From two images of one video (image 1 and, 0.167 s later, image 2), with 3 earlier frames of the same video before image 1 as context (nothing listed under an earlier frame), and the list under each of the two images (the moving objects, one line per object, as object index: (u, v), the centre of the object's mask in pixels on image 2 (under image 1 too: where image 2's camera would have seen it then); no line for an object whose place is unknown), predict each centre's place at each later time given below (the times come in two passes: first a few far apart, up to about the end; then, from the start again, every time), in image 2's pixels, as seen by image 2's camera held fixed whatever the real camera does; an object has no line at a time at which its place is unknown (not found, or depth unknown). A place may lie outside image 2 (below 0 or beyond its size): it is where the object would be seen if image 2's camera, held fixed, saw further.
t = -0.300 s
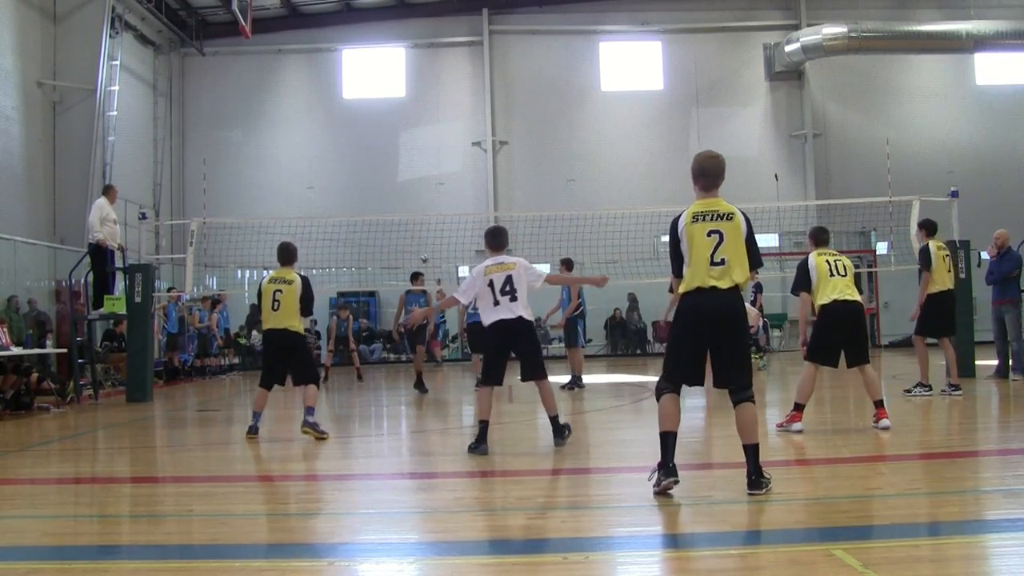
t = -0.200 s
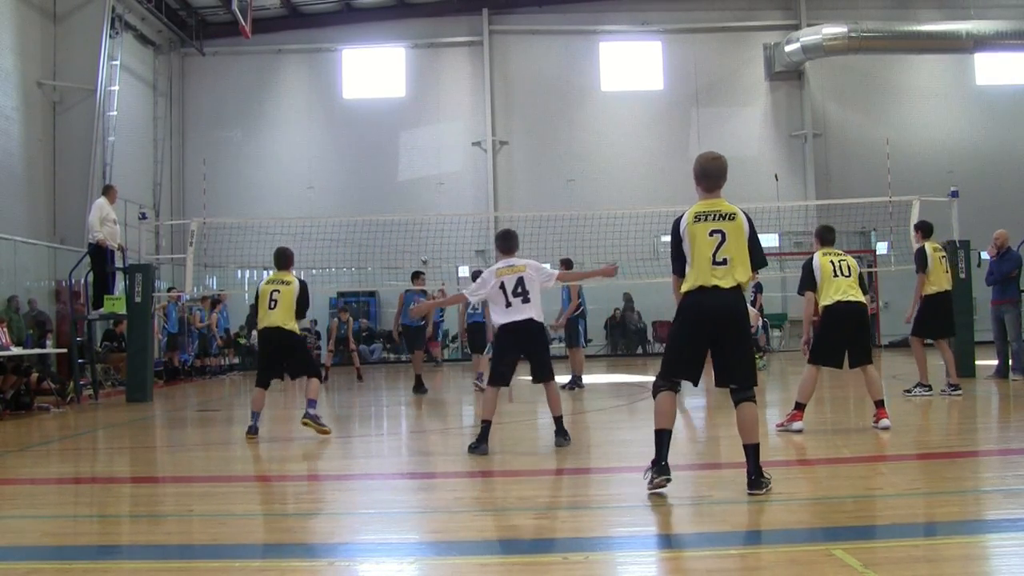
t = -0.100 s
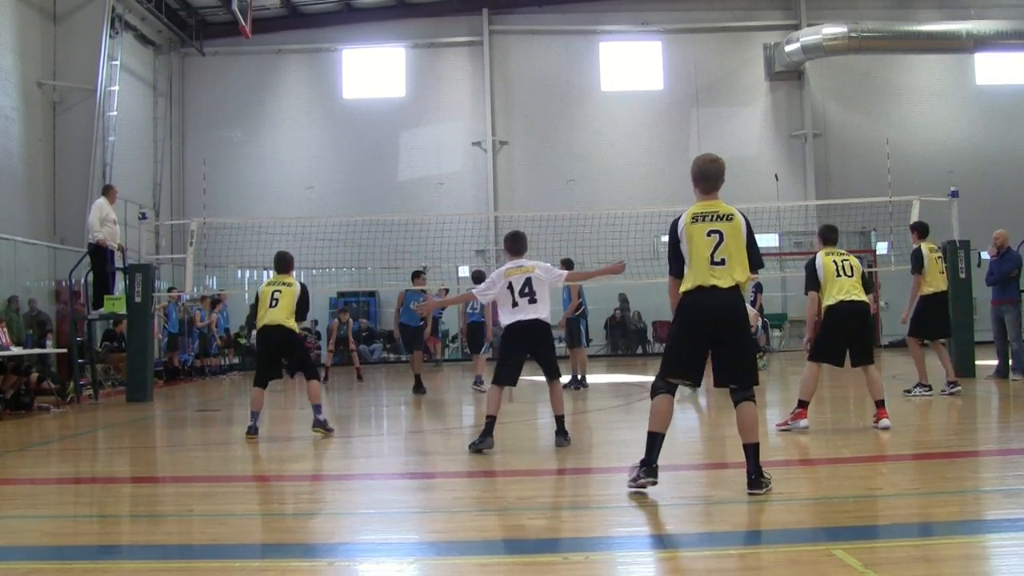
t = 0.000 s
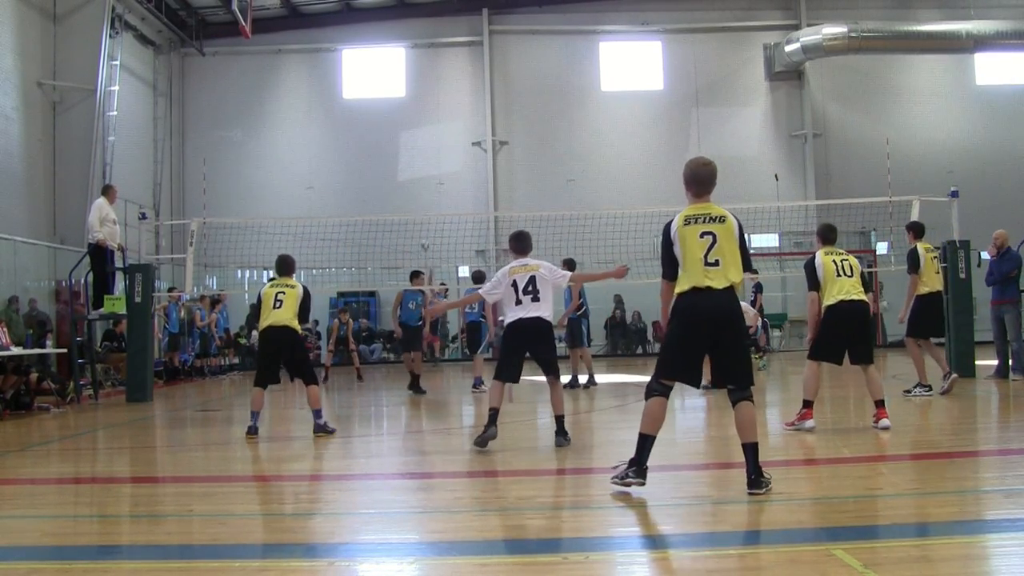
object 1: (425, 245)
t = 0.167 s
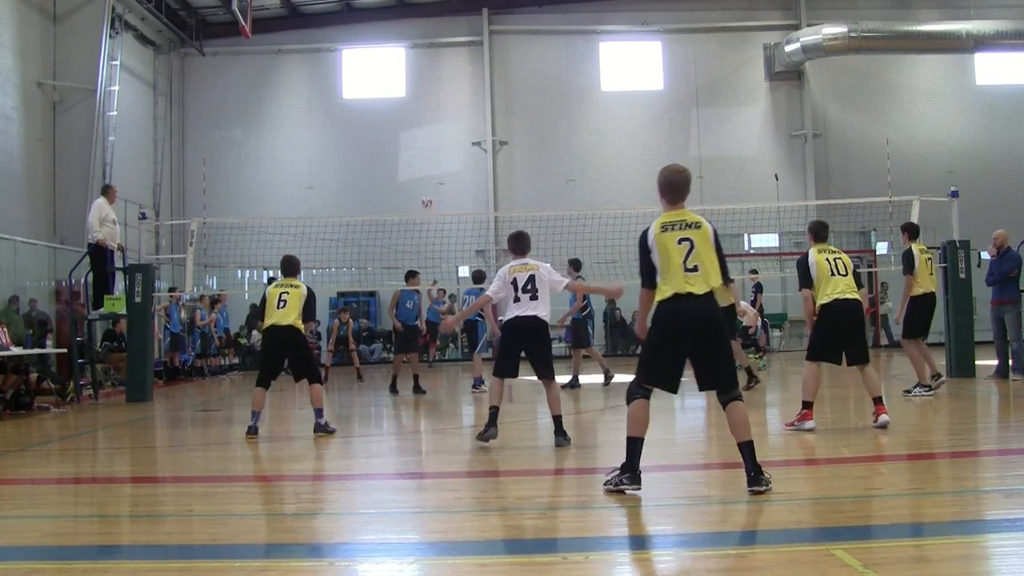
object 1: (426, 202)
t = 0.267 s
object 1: (427, 181)
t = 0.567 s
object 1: (428, 142)
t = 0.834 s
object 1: (426, 153)
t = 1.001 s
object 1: (422, 200)
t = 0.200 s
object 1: (426, 195)
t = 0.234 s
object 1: (427, 188)
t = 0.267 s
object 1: (427, 181)
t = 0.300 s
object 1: (427, 174)
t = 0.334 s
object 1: (427, 169)
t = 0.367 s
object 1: (427, 163)
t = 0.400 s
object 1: (427, 158)
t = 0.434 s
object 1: (428, 154)
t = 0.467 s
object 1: (427, 149)
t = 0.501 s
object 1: (427, 146)
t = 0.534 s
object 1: (428, 143)
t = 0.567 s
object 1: (428, 142)
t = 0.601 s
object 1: (428, 140)
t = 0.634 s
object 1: (427, 139)
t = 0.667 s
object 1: (427, 140)
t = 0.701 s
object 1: (427, 141)
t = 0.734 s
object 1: (427, 142)
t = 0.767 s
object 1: (427, 145)
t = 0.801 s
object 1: (426, 149)
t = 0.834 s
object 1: (426, 153)
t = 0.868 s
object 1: (426, 160)
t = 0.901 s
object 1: (425, 168)
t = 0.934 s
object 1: (425, 177)
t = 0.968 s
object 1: (423, 188)
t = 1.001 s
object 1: (422, 200)
